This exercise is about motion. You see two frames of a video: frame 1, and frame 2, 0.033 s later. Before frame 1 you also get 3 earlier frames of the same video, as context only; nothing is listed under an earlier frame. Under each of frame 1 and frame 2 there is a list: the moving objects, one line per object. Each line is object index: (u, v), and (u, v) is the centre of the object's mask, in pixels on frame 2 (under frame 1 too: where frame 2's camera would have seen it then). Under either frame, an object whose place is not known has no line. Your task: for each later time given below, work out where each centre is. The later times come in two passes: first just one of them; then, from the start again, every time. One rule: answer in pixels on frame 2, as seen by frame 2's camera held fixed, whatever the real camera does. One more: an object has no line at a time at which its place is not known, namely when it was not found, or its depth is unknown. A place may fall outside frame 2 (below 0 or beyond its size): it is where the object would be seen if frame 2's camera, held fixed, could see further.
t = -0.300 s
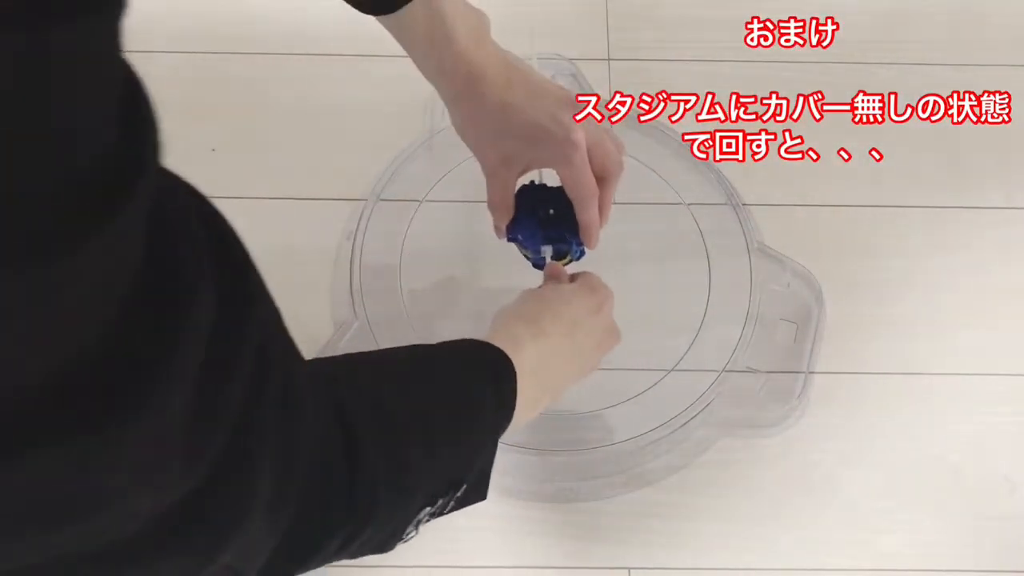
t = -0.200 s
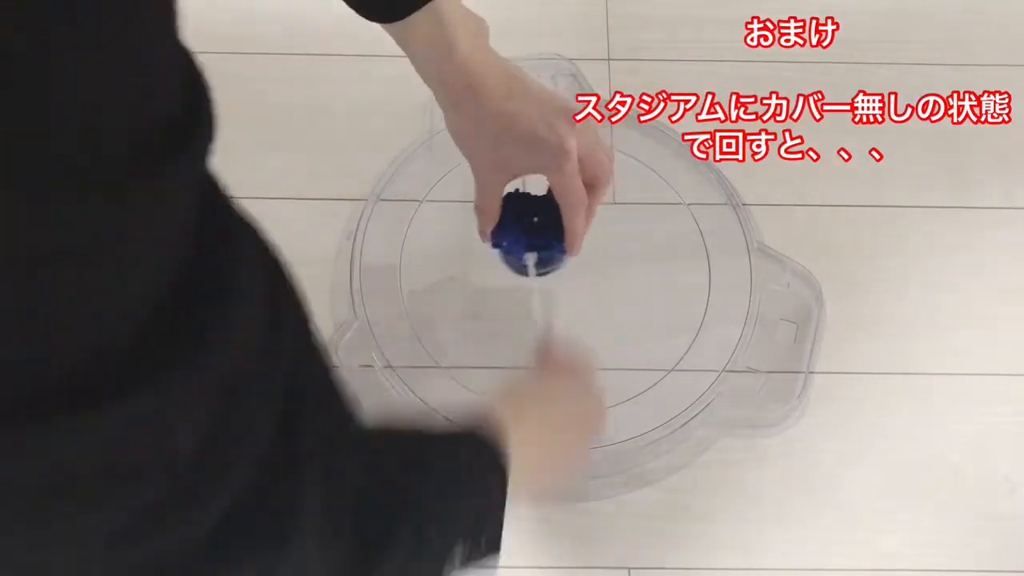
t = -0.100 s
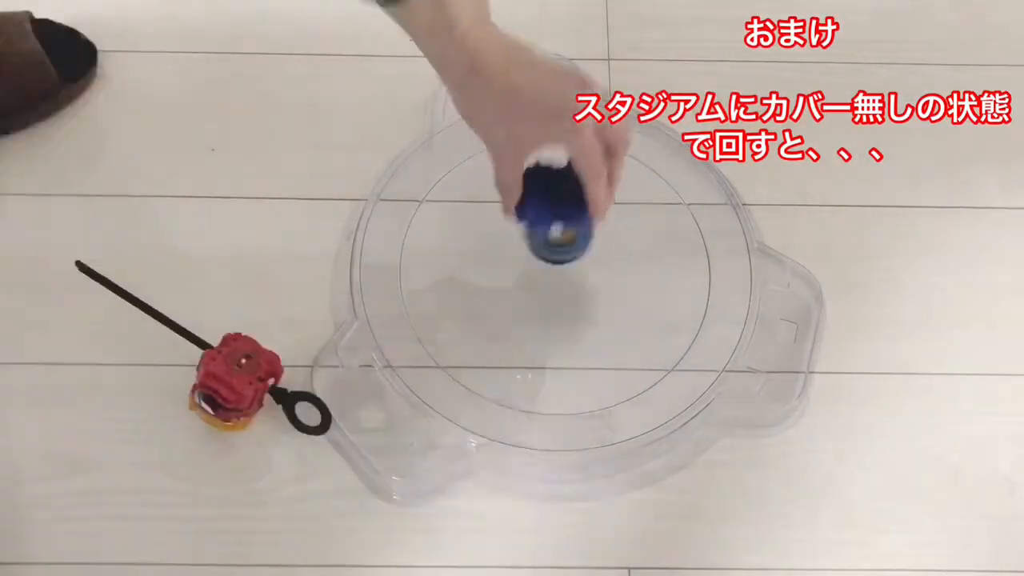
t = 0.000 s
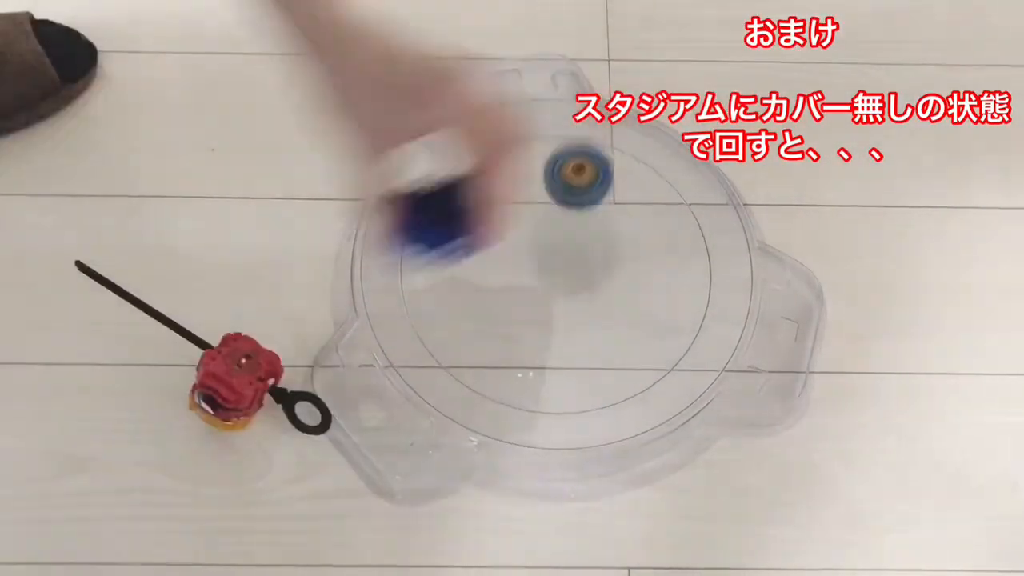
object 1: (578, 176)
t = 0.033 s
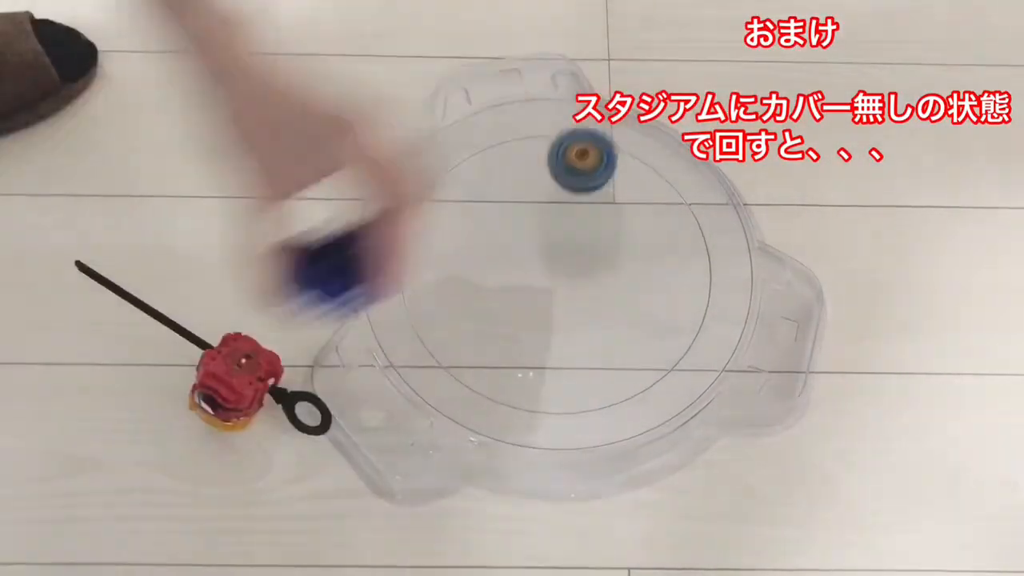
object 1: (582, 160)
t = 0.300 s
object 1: (595, 180)
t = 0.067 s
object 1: (585, 152)
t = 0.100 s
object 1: (586, 152)
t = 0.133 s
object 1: (587, 153)
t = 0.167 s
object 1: (591, 150)
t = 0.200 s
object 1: (593, 151)
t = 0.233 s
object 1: (595, 159)
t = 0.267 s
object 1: (595, 175)
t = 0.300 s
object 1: (595, 180)
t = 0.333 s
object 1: (595, 188)
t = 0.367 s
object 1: (593, 203)
